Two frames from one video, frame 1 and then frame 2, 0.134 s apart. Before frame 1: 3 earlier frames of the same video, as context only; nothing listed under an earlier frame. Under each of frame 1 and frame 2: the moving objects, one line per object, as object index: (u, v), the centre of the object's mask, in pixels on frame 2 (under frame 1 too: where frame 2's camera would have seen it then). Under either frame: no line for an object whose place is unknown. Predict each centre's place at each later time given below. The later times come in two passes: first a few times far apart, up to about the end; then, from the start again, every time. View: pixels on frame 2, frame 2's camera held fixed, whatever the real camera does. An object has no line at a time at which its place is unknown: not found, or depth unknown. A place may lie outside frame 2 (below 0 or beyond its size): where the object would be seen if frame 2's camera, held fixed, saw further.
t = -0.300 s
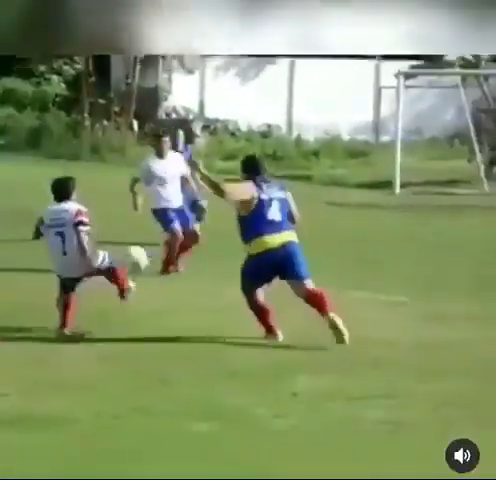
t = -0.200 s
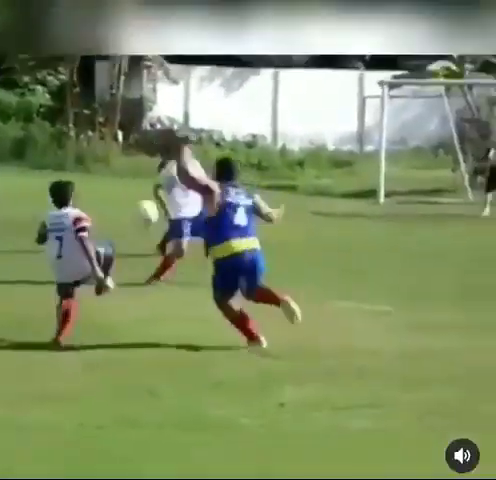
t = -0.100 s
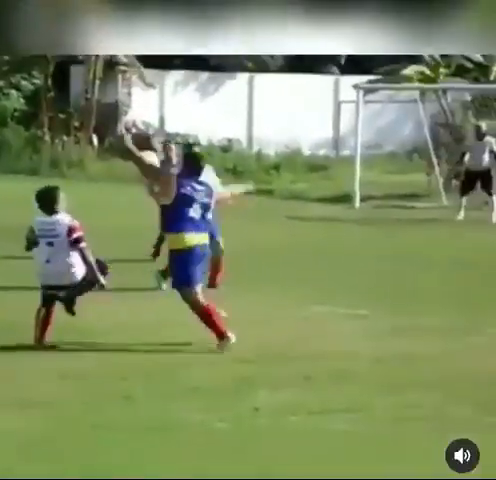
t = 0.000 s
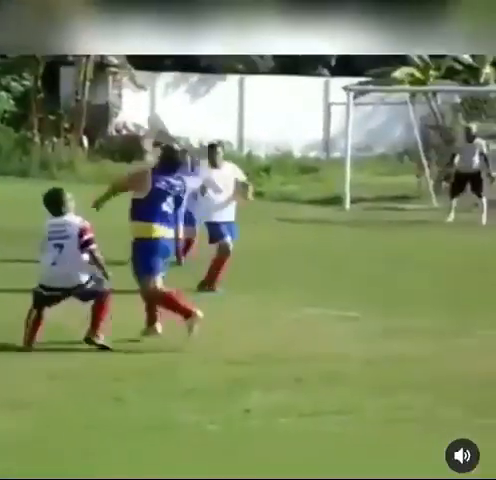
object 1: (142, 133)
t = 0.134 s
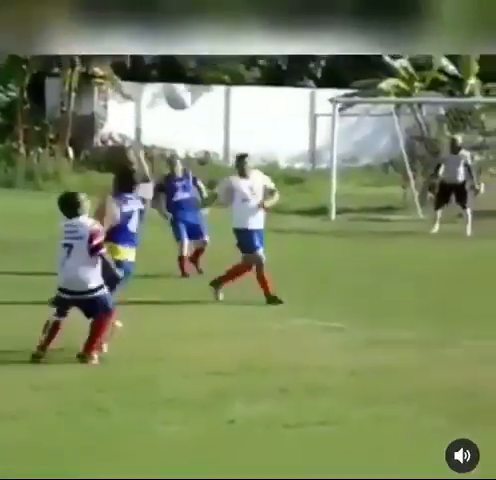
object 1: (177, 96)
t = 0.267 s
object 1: (208, 79)
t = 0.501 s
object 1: (257, 97)
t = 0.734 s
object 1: (308, 172)
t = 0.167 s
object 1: (187, 90)
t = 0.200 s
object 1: (194, 85)
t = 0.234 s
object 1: (201, 80)
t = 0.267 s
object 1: (208, 79)
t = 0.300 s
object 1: (216, 77)
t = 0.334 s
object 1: (224, 78)
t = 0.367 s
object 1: (231, 79)
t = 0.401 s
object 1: (238, 81)
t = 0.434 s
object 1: (245, 85)
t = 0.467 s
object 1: (252, 90)
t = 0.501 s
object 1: (257, 97)
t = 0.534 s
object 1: (262, 107)
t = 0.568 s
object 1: (268, 116)
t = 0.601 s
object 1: (276, 126)
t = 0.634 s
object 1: (282, 137)
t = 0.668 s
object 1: (289, 150)
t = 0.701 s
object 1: (293, 160)
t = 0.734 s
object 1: (308, 172)
